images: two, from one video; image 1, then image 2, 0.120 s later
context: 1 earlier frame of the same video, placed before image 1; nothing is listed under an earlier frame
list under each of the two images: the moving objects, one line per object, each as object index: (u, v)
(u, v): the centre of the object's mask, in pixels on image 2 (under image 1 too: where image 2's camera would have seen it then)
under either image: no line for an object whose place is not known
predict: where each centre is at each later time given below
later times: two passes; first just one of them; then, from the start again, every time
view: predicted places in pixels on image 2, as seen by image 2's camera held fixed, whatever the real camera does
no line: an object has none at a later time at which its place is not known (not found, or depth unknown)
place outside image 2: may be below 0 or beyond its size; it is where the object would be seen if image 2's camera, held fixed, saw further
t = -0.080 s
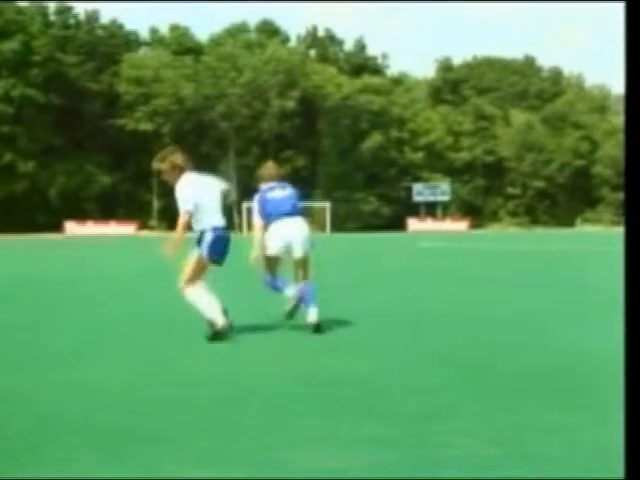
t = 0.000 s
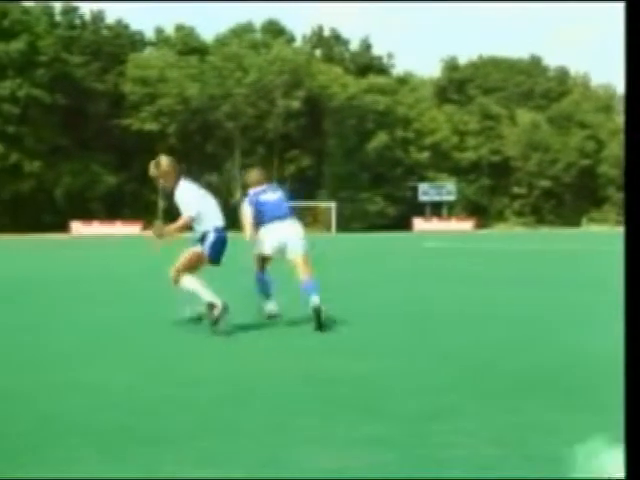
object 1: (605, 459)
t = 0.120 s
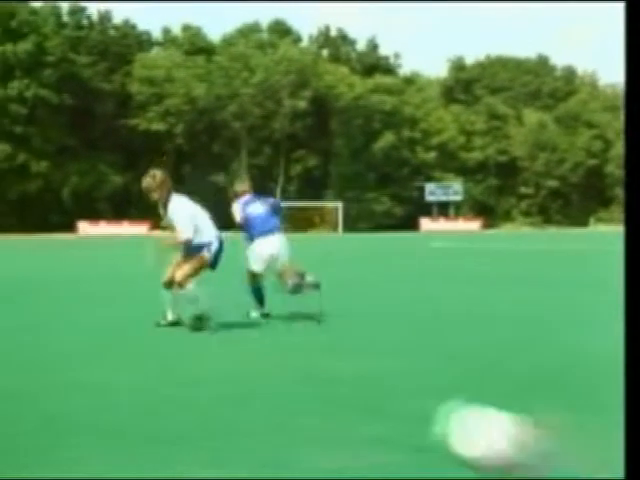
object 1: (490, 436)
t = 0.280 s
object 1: (354, 396)
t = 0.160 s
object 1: (451, 424)
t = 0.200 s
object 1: (409, 413)
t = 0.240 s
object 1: (380, 405)
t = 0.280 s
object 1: (354, 396)
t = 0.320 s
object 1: (330, 390)
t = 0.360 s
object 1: (310, 385)
